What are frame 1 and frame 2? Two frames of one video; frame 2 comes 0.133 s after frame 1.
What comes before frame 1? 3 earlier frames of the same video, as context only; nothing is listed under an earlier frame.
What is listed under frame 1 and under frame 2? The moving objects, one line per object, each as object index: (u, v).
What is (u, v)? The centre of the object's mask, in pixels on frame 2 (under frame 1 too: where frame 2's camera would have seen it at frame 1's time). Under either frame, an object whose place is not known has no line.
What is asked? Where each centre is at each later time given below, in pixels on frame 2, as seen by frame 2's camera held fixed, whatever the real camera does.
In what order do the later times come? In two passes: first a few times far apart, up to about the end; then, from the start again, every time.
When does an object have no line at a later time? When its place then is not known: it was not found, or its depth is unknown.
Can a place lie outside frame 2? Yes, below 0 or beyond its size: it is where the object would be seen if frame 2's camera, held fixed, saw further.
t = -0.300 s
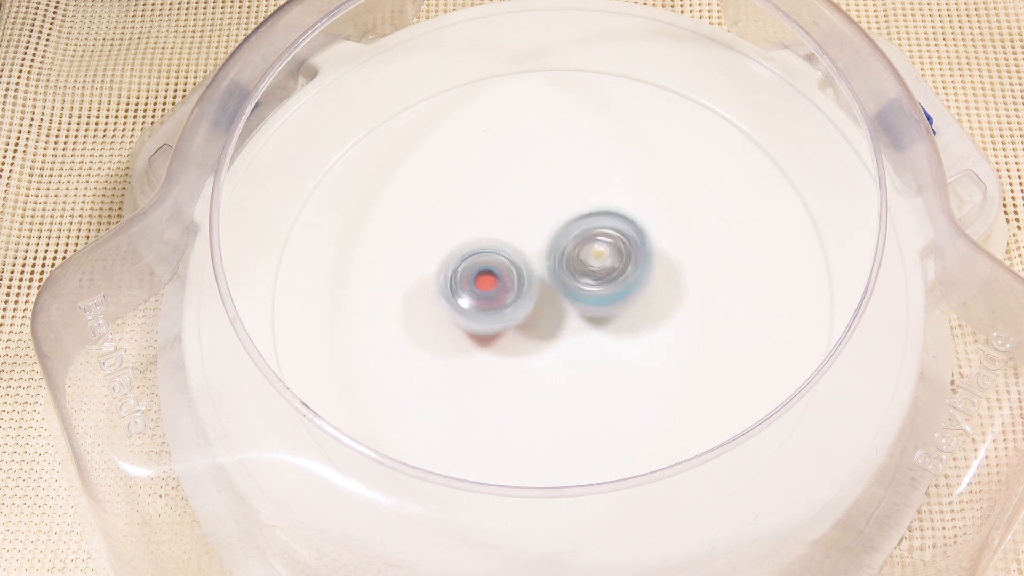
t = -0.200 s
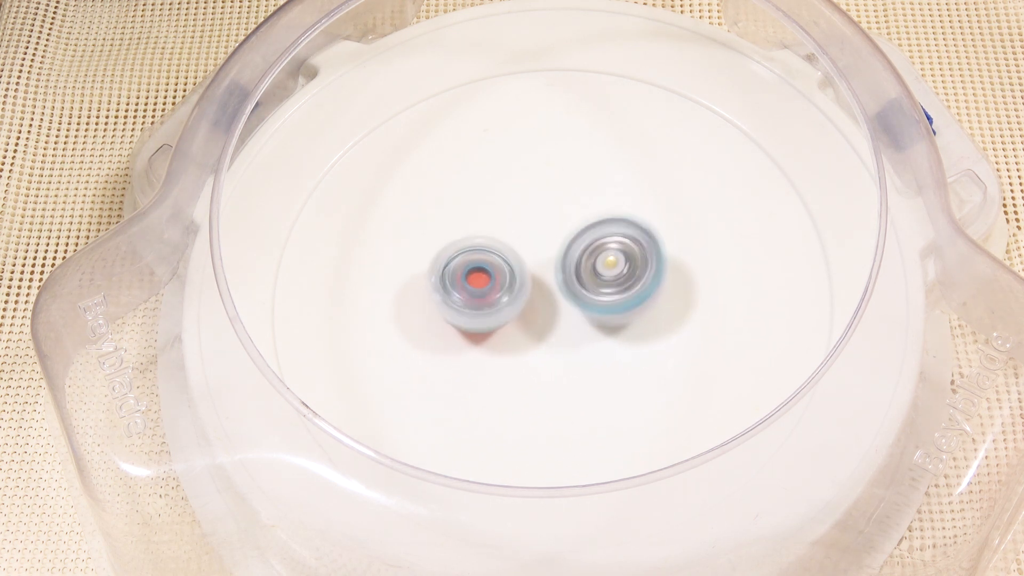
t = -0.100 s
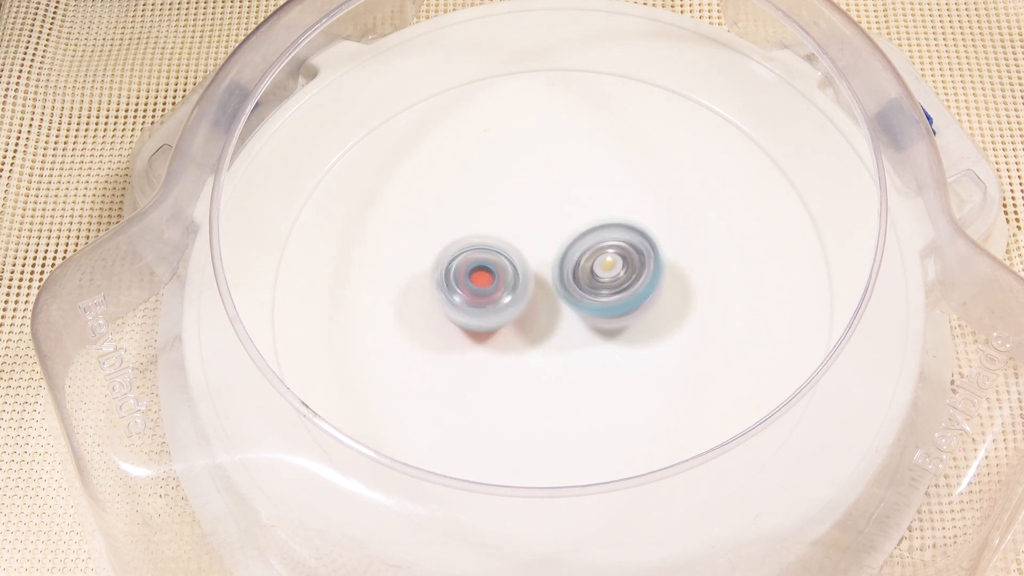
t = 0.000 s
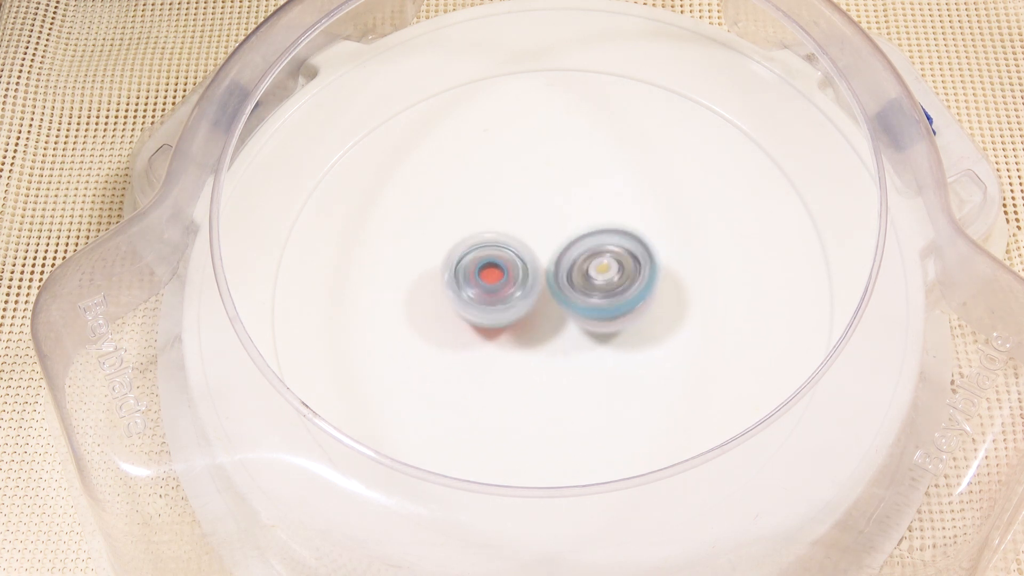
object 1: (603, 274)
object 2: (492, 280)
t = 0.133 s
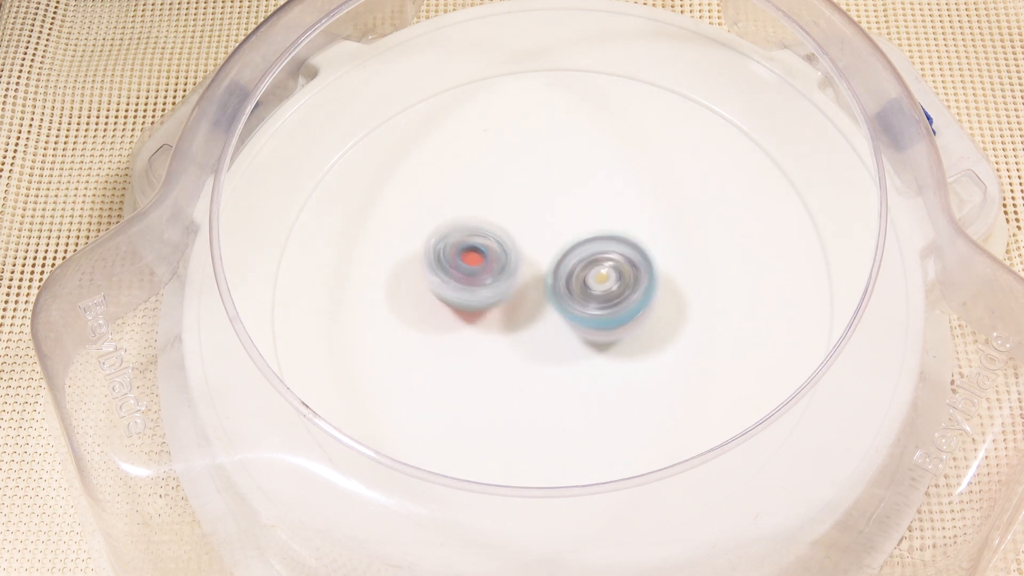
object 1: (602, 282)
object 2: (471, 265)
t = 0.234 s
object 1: (595, 282)
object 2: (449, 254)
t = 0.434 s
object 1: (577, 276)
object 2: (447, 257)
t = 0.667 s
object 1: (584, 275)
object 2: (474, 252)
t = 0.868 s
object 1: (594, 277)
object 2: (483, 234)
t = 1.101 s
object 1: (592, 285)
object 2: (498, 240)
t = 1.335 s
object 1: (601, 316)
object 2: (488, 208)
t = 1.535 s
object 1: (582, 304)
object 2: (508, 228)
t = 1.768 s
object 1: (582, 299)
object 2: (493, 230)
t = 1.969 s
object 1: (589, 287)
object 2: (489, 254)
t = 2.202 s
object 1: (599, 288)
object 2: (471, 275)
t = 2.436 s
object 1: (603, 291)
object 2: (484, 288)
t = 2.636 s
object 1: (600, 291)
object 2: (488, 284)
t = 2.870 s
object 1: (614, 304)
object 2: (504, 273)
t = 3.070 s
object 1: (612, 297)
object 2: (526, 256)
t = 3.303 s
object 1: (603, 289)
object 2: (523, 212)
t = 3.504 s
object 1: (605, 279)
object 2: (491, 224)
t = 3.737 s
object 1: (609, 271)
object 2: (508, 267)
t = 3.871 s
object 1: (610, 294)
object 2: (494, 249)
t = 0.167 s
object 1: (599, 282)
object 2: (464, 262)
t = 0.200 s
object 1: (597, 282)
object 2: (455, 257)
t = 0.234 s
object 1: (595, 282)
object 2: (449, 254)
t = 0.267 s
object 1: (592, 282)
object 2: (443, 251)
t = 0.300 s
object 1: (589, 281)
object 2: (439, 250)
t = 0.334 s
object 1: (586, 280)
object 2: (439, 251)
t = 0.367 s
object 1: (582, 279)
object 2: (439, 253)
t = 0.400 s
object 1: (580, 278)
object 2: (442, 254)
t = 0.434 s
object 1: (577, 276)
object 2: (447, 257)
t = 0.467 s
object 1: (573, 273)
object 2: (452, 259)
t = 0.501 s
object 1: (571, 271)
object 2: (462, 262)
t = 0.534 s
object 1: (575, 272)
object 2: (466, 262)
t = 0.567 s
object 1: (580, 274)
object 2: (468, 260)
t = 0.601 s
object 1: (580, 276)
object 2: (471, 258)
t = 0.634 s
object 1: (582, 276)
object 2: (472, 255)
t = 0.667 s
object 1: (584, 275)
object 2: (474, 252)
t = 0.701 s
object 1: (584, 273)
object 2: (476, 249)
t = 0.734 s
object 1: (588, 272)
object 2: (481, 247)
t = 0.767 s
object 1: (590, 273)
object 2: (484, 246)
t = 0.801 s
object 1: (593, 275)
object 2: (487, 242)
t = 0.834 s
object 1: (594, 278)
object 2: (484, 237)
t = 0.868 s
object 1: (594, 277)
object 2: (483, 234)
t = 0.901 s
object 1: (597, 277)
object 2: (484, 232)
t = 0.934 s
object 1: (598, 280)
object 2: (484, 231)
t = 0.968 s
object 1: (597, 281)
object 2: (485, 231)
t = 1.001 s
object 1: (596, 282)
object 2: (486, 232)
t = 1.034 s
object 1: (595, 283)
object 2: (490, 234)
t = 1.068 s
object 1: (593, 283)
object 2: (494, 237)
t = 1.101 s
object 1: (592, 285)
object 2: (498, 240)
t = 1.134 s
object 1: (603, 298)
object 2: (493, 230)
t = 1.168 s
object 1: (609, 309)
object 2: (488, 223)
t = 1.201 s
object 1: (609, 315)
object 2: (487, 219)
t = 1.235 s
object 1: (606, 316)
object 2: (486, 215)
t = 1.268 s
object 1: (604, 315)
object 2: (484, 211)
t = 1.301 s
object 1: (603, 316)
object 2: (486, 208)
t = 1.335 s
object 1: (601, 316)
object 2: (488, 208)
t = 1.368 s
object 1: (597, 315)
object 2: (490, 207)
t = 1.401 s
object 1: (594, 314)
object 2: (495, 209)
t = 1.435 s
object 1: (592, 312)
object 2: (496, 213)
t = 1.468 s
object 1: (588, 310)
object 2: (499, 216)
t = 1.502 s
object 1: (585, 307)
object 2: (504, 220)
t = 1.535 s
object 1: (582, 304)
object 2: (508, 228)
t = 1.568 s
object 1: (580, 301)
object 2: (508, 232)
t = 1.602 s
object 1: (582, 306)
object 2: (506, 228)
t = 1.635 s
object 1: (580, 309)
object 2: (503, 225)
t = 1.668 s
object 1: (577, 307)
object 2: (501, 226)
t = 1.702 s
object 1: (577, 302)
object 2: (497, 227)
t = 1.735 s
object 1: (581, 300)
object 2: (494, 228)
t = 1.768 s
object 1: (582, 299)
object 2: (493, 230)
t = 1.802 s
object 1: (581, 297)
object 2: (490, 232)
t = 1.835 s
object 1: (582, 293)
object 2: (490, 235)
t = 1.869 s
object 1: (585, 290)
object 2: (490, 240)
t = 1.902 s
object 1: (587, 289)
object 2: (489, 245)
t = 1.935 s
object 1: (588, 287)
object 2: (489, 249)
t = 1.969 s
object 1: (589, 287)
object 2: (489, 254)
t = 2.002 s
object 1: (592, 287)
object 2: (488, 259)
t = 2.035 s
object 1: (593, 289)
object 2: (484, 263)
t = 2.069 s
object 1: (593, 289)
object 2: (481, 264)
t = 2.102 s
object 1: (593, 288)
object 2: (479, 266)
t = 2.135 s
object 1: (597, 285)
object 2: (474, 269)
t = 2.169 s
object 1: (599, 287)
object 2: (472, 271)
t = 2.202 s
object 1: (599, 288)
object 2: (471, 275)
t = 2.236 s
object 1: (598, 287)
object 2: (471, 279)
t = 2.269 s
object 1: (598, 287)
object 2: (474, 283)
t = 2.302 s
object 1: (598, 287)
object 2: (477, 285)
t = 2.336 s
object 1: (595, 287)
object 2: (481, 287)
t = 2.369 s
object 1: (596, 287)
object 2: (486, 291)
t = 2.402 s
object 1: (601, 289)
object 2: (484, 290)
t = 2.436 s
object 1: (603, 291)
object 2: (484, 288)
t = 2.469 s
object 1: (599, 291)
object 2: (487, 288)
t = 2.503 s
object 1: (601, 290)
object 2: (492, 289)
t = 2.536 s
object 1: (602, 290)
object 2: (493, 291)
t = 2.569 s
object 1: (602, 292)
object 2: (492, 290)
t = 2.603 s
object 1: (599, 293)
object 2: (489, 288)
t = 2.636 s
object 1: (600, 291)
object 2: (488, 284)
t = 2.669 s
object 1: (603, 293)
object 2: (485, 278)
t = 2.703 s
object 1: (602, 294)
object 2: (488, 274)
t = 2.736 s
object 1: (600, 292)
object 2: (497, 274)
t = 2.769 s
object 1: (603, 292)
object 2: (505, 280)
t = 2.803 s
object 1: (603, 293)
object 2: (510, 285)
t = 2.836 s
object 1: (611, 299)
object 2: (509, 280)
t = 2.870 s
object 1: (614, 304)
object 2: (504, 273)
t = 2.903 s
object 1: (614, 307)
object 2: (503, 267)
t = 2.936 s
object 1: (610, 305)
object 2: (505, 266)
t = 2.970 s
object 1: (609, 302)
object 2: (508, 265)
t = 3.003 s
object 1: (611, 299)
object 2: (512, 264)
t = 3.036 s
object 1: (611, 298)
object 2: (518, 261)
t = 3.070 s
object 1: (612, 297)
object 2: (526, 256)
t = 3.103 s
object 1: (611, 296)
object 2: (534, 253)
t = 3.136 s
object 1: (609, 298)
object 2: (542, 241)
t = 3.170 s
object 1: (607, 300)
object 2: (546, 231)
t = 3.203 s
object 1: (603, 300)
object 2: (547, 226)
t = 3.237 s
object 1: (600, 297)
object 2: (538, 219)
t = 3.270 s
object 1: (600, 292)
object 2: (531, 214)
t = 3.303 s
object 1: (603, 289)
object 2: (523, 212)
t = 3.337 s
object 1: (606, 288)
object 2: (517, 212)
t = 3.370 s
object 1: (607, 289)
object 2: (512, 212)
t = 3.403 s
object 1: (604, 289)
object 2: (506, 214)
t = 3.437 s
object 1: (600, 285)
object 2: (500, 216)
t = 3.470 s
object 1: (601, 281)
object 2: (496, 220)
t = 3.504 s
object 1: (605, 279)
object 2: (491, 224)
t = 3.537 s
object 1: (608, 279)
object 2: (488, 229)
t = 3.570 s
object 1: (607, 280)
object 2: (486, 234)
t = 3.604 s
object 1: (604, 280)
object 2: (485, 242)
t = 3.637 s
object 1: (601, 276)
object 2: (487, 248)
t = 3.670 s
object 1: (600, 272)
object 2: (491, 256)
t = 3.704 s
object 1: (604, 269)
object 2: (499, 263)
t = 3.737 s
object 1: (609, 271)
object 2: (508, 267)
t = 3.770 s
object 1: (611, 277)
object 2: (511, 267)
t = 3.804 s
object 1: (616, 283)
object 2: (501, 261)
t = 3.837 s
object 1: (617, 290)
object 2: (493, 255)
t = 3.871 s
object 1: (610, 294)
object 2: (494, 249)
